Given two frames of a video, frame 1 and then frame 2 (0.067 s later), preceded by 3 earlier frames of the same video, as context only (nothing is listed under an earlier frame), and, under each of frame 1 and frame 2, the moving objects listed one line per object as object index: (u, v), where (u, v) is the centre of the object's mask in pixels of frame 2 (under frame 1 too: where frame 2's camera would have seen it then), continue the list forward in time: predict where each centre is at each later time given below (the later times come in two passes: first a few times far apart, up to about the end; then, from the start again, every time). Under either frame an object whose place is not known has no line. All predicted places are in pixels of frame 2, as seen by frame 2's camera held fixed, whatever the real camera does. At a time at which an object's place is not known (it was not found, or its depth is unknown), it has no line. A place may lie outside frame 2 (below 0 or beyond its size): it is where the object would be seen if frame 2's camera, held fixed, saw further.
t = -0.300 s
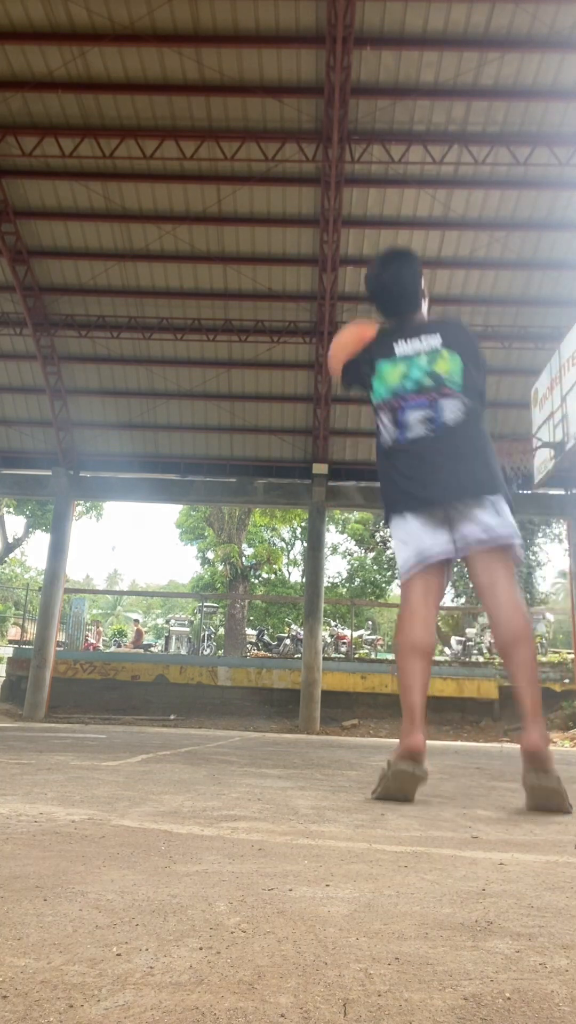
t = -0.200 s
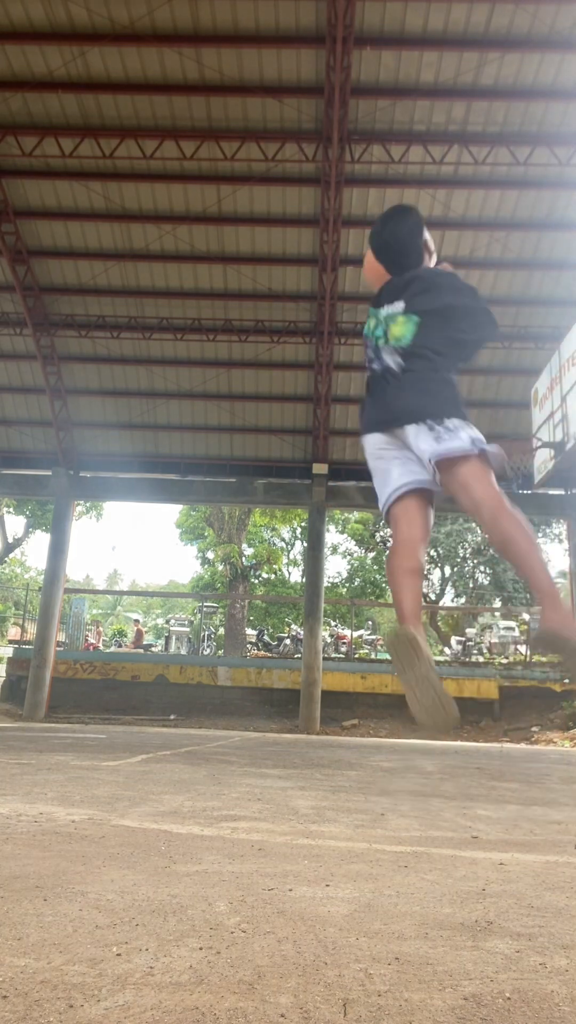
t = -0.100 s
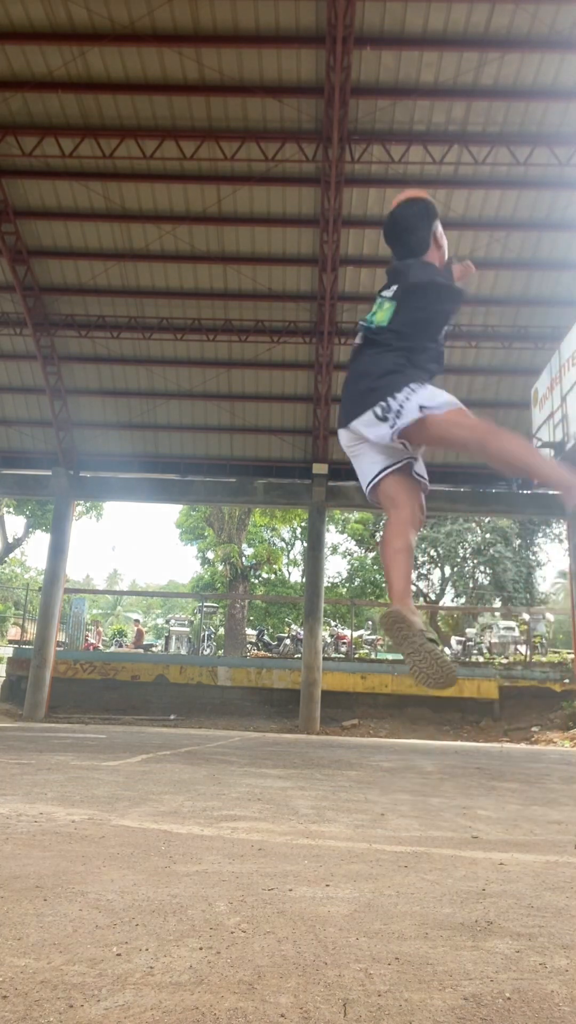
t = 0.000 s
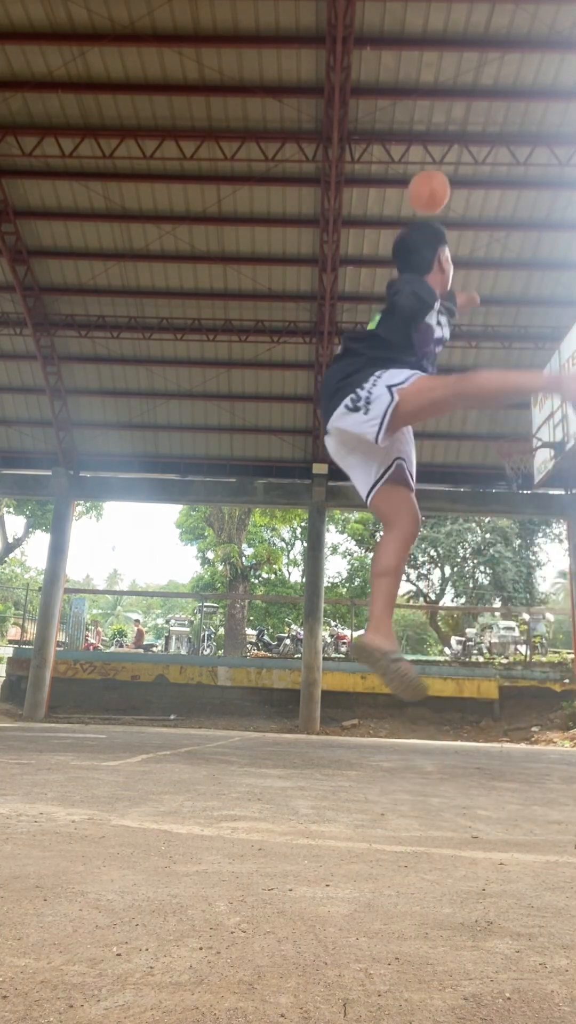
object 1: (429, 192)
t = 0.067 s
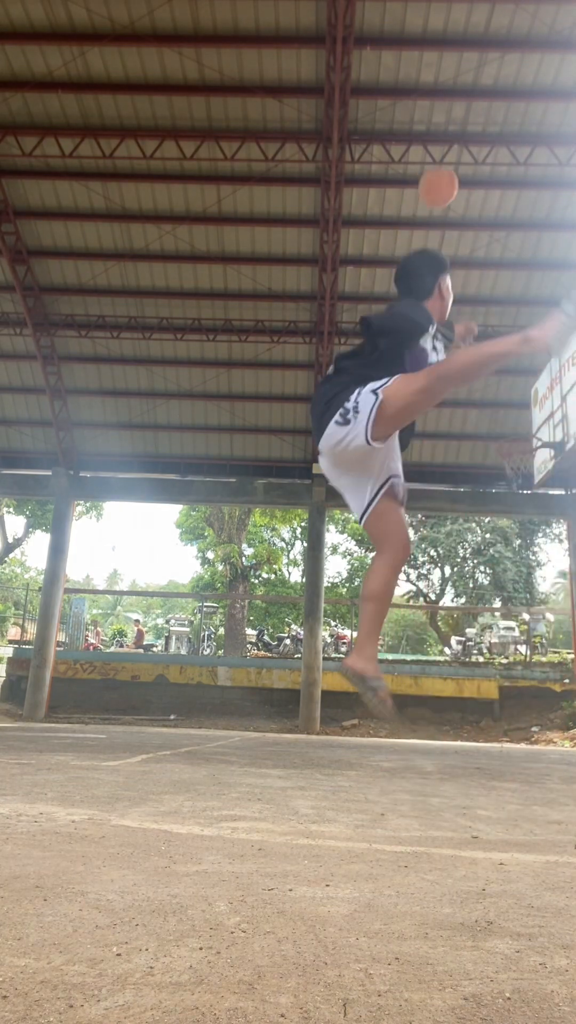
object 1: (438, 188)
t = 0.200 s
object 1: (453, 195)
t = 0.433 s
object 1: (475, 246)
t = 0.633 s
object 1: (489, 318)
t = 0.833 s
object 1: (502, 414)
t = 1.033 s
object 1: (463, 433)
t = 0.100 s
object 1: (442, 188)
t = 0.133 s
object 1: (446, 189)
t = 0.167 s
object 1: (450, 191)
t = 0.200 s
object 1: (453, 195)
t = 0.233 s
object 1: (458, 199)
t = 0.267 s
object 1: (461, 205)
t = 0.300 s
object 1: (463, 212)
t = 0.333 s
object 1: (466, 219)
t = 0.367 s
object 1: (469, 227)
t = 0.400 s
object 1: (472, 236)
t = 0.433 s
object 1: (475, 246)
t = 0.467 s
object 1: (477, 257)
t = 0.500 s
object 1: (480, 268)
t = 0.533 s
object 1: (482, 280)
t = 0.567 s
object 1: (484, 293)
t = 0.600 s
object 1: (487, 306)
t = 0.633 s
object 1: (489, 318)
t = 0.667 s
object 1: (491, 334)
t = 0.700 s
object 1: (493, 347)
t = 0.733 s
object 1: (495, 364)
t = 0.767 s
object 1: (497, 379)
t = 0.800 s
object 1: (499, 397)
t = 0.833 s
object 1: (502, 414)
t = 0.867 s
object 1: (503, 432)
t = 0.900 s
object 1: (497, 432)
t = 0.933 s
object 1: (488, 431)
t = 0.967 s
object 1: (480, 430)
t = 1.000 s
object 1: (472, 432)
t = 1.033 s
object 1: (463, 433)
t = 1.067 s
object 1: (453, 436)
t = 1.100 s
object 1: (445, 440)
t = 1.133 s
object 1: (435, 446)
